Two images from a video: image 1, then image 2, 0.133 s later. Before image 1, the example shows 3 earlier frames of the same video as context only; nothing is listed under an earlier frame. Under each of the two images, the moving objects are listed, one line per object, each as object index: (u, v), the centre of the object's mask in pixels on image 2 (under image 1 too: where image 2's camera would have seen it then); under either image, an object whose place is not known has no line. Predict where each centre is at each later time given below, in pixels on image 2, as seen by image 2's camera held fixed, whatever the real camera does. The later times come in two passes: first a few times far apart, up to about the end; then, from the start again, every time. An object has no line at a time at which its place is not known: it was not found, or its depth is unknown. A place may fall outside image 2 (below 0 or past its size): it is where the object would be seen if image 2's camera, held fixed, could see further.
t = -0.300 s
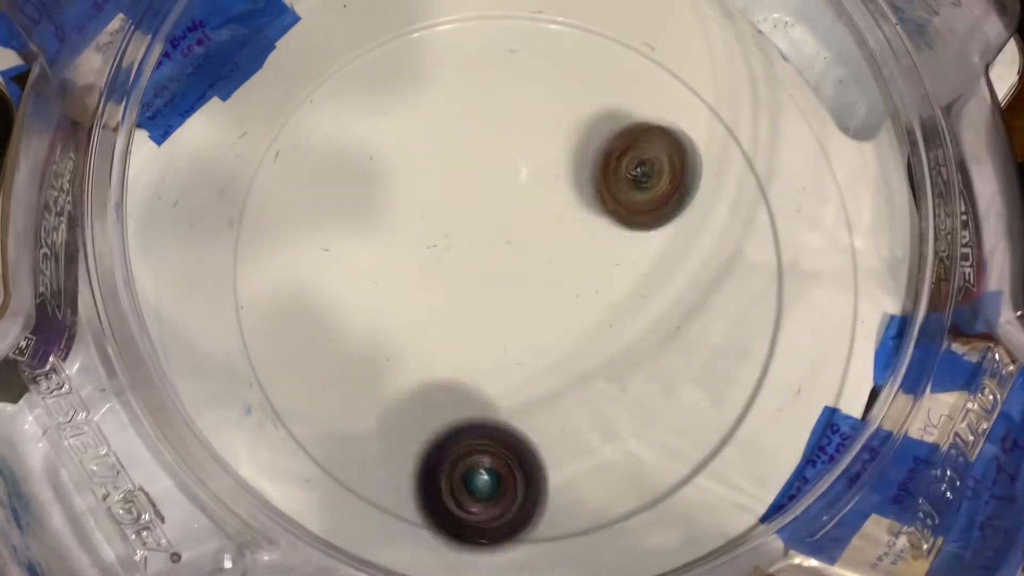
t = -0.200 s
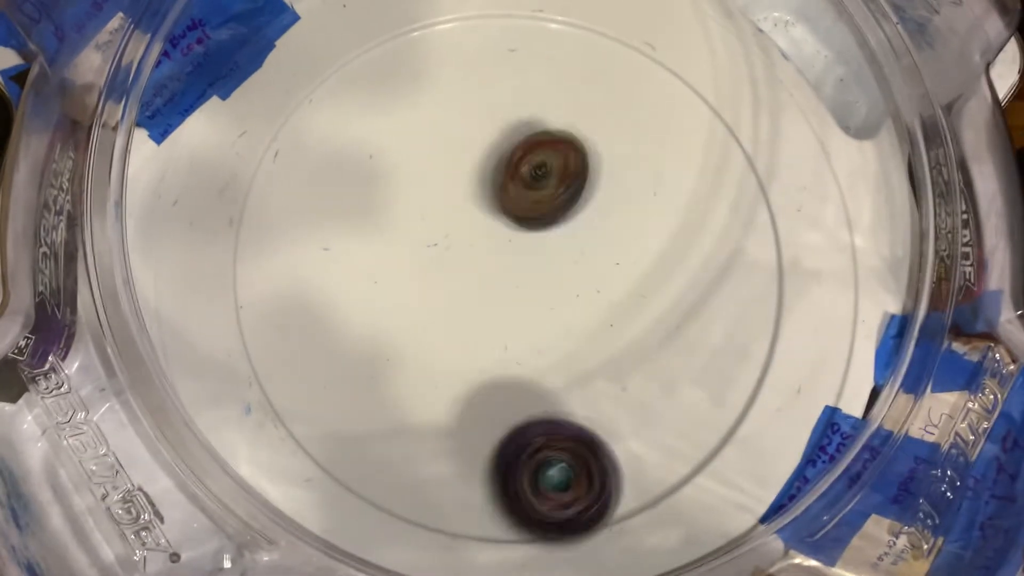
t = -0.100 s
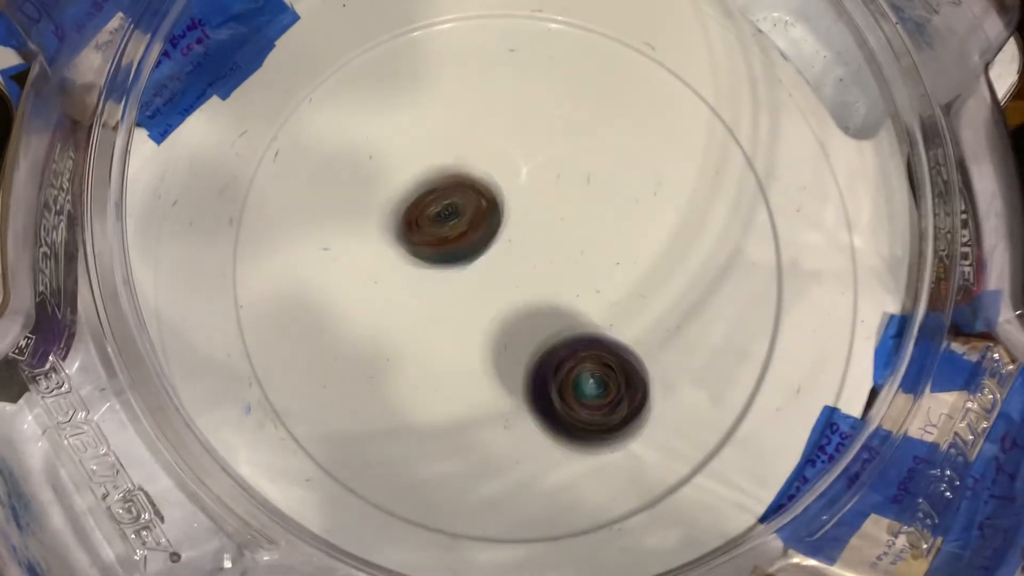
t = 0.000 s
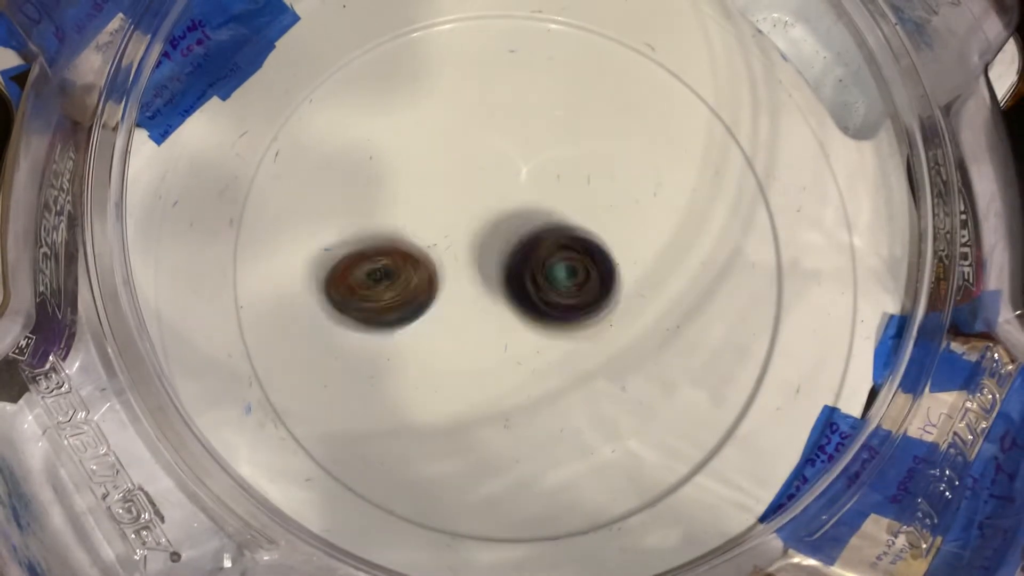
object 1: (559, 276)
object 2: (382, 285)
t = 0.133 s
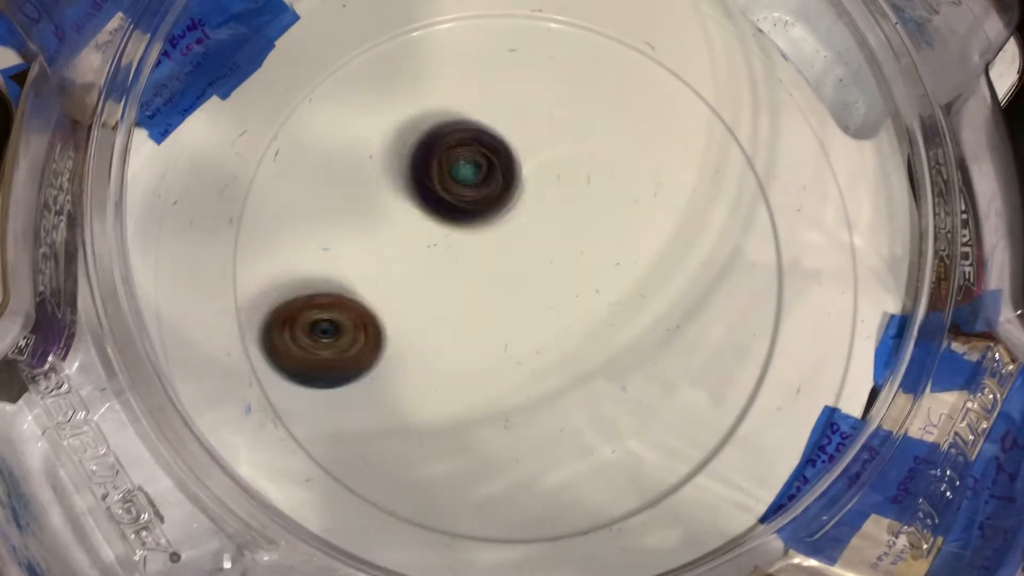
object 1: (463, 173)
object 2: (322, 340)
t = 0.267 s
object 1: (324, 160)
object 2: (290, 342)
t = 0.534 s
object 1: (372, 165)
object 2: (386, 382)
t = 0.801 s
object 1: (554, 112)
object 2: (523, 236)
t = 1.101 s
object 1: (695, 40)
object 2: (495, 287)
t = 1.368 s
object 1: (730, 174)
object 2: (516, 377)
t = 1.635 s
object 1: (651, 404)
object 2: (531, 307)
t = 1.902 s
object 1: (479, 446)
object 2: (474, 218)
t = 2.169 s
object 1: (324, 308)
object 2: (448, 218)
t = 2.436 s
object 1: (320, 117)
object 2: (505, 286)
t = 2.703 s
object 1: (475, 36)
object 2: (588, 311)
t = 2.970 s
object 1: (660, 88)
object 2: (569, 275)
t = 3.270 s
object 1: (746, 290)
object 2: (471, 249)
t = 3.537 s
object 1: (644, 464)
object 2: (438, 279)
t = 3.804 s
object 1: (434, 484)
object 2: (495, 309)
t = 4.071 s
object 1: (296, 345)
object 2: (563, 299)
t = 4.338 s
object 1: (320, 171)
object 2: (571, 277)
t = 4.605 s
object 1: (470, 108)
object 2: (527, 249)
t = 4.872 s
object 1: (635, 154)
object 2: (476, 234)
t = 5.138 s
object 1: (696, 265)
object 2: (469, 252)
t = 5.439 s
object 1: (570, 396)
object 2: (498, 300)
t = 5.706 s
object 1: (436, 483)
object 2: (507, 249)
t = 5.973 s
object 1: (341, 383)
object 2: (503, 226)
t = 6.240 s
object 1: (389, 233)
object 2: (520, 277)
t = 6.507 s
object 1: (455, 220)
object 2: (624, 343)
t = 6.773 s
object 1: (443, 276)
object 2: (640, 333)
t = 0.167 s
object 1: (431, 161)
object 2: (314, 342)
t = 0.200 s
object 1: (396, 154)
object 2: (304, 344)
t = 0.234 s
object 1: (359, 152)
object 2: (296, 344)
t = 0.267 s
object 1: (324, 160)
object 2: (290, 342)
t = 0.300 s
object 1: (293, 176)
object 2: (286, 336)
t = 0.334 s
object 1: (267, 199)
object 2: (282, 328)
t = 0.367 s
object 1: (269, 196)
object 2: (274, 346)
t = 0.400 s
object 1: (287, 188)
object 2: (291, 364)
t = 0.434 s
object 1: (306, 181)
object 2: (315, 375)
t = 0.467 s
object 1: (327, 174)
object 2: (341, 385)
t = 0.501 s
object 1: (349, 170)
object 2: (366, 386)
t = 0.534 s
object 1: (372, 165)
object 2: (386, 382)
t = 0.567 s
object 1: (396, 162)
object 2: (411, 370)
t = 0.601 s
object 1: (421, 157)
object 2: (430, 352)
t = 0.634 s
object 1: (444, 152)
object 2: (450, 335)
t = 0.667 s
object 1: (469, 146)
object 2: (467, 313)
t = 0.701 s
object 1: (492, 138)
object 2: (481, 294)
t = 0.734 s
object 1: (515, 130)
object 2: (498, 273)
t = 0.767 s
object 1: (535, 121)
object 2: (510, 252)
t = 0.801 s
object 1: (554, 112)
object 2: (523, 236)
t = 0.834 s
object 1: (570, 103)
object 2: (535, 216)
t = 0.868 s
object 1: (583, 94)
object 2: (546, 202)
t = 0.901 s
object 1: (609, 69)
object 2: (544, 197)
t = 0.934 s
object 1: (641, 42)
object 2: (528, 213)
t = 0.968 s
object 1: (655, 37)
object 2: (518, 224)
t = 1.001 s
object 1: (666, 35)
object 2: (510, 241)
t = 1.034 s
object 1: (675, 35)
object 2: (504, 255)
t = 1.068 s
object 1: (685, 37)
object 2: (499, 274)
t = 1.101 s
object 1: (695, 40)
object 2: (495, 287)
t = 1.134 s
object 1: (703, 44)
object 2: (494, 306)
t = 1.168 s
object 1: (711, 50)
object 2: (492, 318)
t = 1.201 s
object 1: (718, 60)
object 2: (495, 334)
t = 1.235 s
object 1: (724, 78)
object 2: (496, 346)
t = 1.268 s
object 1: (730, 99)
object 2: (501, 357)
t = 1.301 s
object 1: (736, 120)
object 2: (505, 367)
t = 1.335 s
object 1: (736, 147)
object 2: (510, 372)
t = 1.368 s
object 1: (730, 174)
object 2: (516, 377)
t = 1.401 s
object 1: (722, 202)
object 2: (523, 374)
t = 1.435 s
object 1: (714, 232)
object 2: (527, 373)
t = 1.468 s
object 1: (707, 263)
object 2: (532, 369)
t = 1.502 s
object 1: (697, 291)
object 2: (535, 361)
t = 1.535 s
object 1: (686, 320)
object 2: (536, 349)
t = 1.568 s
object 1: (674, 348)
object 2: (538, 334)
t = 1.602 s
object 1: (663, 376)
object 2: (533, 320)
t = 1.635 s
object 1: (651, 404)
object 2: (531, 307)
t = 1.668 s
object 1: (637, 428)
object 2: (526, 295)
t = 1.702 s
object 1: (621, 454)
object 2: (519, 279)
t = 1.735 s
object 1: (602, 477)
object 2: (514, 269)
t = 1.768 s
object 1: (579, 493)
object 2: (504, 254)
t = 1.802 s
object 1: (553, 486)
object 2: (499, 245)
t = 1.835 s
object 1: (528, 473)
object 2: (488, 234)
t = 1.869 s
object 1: (503, 460)
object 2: (483, 224)
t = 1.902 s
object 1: (479, 446)
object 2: (474, 218)
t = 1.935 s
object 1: (457, 432)
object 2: (466, 212)
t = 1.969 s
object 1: (436, 417)
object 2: (459, 207)
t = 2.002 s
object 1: (413, 402)
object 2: (454, 206)
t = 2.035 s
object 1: (392, 386)
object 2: (451, 206)
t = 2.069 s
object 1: (375, 371)
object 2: (447, 209)
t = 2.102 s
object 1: (356, 350)
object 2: (448, 211)
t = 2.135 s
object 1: (339, 330)
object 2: (446, 215)
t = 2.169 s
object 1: (324, 308)
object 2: (448, 218)
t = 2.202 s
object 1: (314, 286)
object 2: (450, 227)
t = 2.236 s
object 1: (304, 260)
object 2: (454, 232)
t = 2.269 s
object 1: (298, 235)
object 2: (460, 242)
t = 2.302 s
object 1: (296, 212)
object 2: (466, 251)
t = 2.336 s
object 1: (297, 185)
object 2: (476, 259)
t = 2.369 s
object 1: (301, 161)
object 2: (485, 270)
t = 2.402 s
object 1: (308, 139)
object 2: (491, 277)
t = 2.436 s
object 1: (320, 117)
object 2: (505, 286)
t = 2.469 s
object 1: (332, 96)
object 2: (515, 295)
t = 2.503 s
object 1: (346, 79)
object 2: (526, 300)
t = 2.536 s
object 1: (365, 65)
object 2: (540, 308)
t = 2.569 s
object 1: (384, 52)
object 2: (550, 311)
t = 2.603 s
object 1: (404, 46)
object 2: (563, 313)
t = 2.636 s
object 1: (429, 41)
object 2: (572, 315)
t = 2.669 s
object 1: (451, 38)
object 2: (582, 313)
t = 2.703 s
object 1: (475, 36)
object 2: (588, 311)
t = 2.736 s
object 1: (501, 37)
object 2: (592, 308)
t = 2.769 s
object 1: (524, 37)
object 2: (594, 303)
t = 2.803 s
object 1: (549, 39)
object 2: (596, 300)
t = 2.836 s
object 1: (574, 44)
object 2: (592, 294)
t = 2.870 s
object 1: (596, 50)
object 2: (591, 290)
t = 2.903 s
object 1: (619, 59)
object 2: (583, 283)
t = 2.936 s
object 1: (641, 75)
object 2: (579, 279)
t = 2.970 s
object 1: (660, 88)
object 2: (569, 275)
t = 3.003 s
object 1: (677, 106)
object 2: (561, 269)
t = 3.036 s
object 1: (695, 127)
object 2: (551, 266)
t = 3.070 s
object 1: (709, 146)
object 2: (537, 261)
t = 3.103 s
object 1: (721, 168)
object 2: (527, 257)
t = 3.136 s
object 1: (732, 193)
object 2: (515, 255)
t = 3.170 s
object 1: (740, 216)
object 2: (502, 251)
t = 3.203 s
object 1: (743, 240)
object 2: (494, 250)
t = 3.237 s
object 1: (746, 267)
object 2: (480, 251)
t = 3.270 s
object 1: (746, 290)
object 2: (471, 249)
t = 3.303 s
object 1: (742, 316)
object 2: (462, 252)
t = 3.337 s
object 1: (737, 342)
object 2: (453, 254)
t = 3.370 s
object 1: (728, 365)
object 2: (446, 257)
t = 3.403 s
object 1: (716, 389)
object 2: (441, 260)
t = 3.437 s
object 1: (702, 410)
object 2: (436, 266)
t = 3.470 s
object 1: (685, 430)
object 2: (435, 269)
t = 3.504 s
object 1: (665, 449)
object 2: (434, 276)
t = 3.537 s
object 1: (644, 464)
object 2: (438, 279)
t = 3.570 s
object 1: (619, 479)
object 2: (441, 287)
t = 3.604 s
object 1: (593, 488)
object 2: (442, 290)
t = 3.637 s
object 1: (568, 494)
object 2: (452, 294)
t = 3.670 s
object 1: (539, 496)
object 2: (457, 301)
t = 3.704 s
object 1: (512, 498)
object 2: (462, 302)
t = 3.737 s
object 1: (486, 495)
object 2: (475, 305)
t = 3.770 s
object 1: (459, 491)
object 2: (484, 310)
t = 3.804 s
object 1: (434, 484)
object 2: (495, 309)
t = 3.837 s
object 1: (409, 473)
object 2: (507, 311)
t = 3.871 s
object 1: (386, 461)
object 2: (516, 312)
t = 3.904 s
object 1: (367, 446)
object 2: (528, 309)
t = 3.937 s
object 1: (346, 428)
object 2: (538, 310)
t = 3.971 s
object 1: (329, 410)
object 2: (544, 307)
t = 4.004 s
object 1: (316, 388)
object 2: (555, 304)
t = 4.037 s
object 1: (304, 367)
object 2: (560, 305)
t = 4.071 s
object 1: (296, 345)
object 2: (563, 299)
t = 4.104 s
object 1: (289, 320)
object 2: (571, 296)
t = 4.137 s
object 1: (285, 297)
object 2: (573, 296)
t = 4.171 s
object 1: (285, 273)
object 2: (574, 288)
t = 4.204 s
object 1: (287, 251)
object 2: (580, 286)
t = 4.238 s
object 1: (292, 230)
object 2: (577, 287)
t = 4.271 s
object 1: (299, 207)
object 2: (575, 279)
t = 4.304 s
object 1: (307, 189)
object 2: (577, 278)
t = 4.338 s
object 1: (320, 171)
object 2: (571, 277)
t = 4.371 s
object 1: (333, 154)
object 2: (567, 269)
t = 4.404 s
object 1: (350, 143)
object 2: (567, 267)
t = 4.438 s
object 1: (367, 130)
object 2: (558, 266)
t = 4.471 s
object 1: (384, 123)
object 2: (552, 259)
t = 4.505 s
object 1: (405, 116)
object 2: (549, 257)
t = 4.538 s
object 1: (425, 112)
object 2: (539, 255)
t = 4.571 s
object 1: (449, 110)
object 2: (532, 250)
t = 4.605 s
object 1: (470, 108)
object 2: (527, 249)
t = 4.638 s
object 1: (494, 110)
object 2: (516, 246)
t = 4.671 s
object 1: (514, 111)
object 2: (511, 241)
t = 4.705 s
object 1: (536, 115)
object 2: (506, 242)
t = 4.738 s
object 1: (558, 118)
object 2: (496, 241)
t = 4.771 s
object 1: (579, 125)
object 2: (491, 237)
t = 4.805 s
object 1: (600, 134)
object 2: (487, 238)
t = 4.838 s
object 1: (617, 142)
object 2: (479, 237)
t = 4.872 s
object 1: (635, 154)
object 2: (476, 234)
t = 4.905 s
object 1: (651, 163)
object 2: (475, 237)
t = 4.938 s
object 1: (666, 176)
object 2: (467, 238)
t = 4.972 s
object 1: (680, 189)
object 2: (467, 235)
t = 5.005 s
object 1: (688, 202)
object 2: (470, 239)
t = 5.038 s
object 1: (695, 218)
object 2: (466, 243)
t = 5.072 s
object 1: (698, 234)
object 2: (468, 241)
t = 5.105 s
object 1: (699, 251)
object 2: (471, 247)
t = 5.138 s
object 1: (696, 265)
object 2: (469, 252)
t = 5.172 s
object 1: (688, 280)
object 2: (472, 251)
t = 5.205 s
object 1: (679, 296)
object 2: (478, 258)
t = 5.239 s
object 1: (667, 313)
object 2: (478, 266)
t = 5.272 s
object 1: (656, 329)
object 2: (479, 267)
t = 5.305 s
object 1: (640, 345)
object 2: (487, 273)
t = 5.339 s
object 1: (626, 359)
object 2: (488, 283)
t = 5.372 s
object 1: (607, 372)
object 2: (489, 285)
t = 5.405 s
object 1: (591, 385)
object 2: (495, 290)
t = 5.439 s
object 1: (570, 396)
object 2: (498, 300)
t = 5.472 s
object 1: (551, 407)
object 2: (500, 304)
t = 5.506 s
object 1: (530, 423)
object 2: (506, 303)
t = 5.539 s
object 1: (512, 446)
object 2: (511, 294)
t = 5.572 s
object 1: (495, 460)
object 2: (511, 284)
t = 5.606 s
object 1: (482, 470)
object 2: (511, 274)
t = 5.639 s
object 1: (469, 477)
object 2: (511, 265)
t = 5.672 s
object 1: (454, 482)
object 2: (509, 256)
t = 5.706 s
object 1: (436, 483)
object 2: (507, 249)
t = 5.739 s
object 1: (418, 481)
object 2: (506, 244)
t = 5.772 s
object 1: (400, 474)
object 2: (504, 240)
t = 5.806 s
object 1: (383, 466)
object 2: (503, 234)
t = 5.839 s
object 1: (369, 453)
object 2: (503, 230)
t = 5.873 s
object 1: (359, 440)
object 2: (503, 229)
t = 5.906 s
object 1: (352, 422)
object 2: (502, 227)
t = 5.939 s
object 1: (345, 403)
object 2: (503, 225)
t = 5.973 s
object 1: (341, 383)
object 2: (503, 226)
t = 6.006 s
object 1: (341, 361)
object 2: (502, 226)
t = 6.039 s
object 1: (341, 341)
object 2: (502, 226)
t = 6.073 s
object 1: (346, 319)
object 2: (503, 230)
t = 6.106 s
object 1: (353, 299)
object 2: (502, 235)
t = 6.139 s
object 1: (364, 280)
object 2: (502, 238)
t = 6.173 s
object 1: (374, 265)
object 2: (503, 245)
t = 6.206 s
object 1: (388, 251)
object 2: (503, 253)
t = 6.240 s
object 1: (389, 233)
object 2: (520, 277)
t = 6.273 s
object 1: (389, 206)
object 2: (537, 300)
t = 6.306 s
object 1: (398, 191)
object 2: (554, 319)
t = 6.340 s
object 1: (402, 181)
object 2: (570, 333)
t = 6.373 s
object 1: (416, 176)
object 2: (583, 340)
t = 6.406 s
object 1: (429, 180)
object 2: (596, 346)
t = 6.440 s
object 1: (441, 189)
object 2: (607, 346)
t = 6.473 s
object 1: (449, 205)
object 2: (617, 345)
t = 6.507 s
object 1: (455, 220)
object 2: (624, 343)
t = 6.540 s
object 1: (460, 232)
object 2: (629, 341)
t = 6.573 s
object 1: (461, 243)
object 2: (633, 339)
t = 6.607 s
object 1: (462, 256)
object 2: (636, 337)
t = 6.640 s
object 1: (461, 264)
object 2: (638, 336)
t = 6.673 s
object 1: (458, 269)
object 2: (641, 333)
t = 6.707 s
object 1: (453, 274)
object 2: (642, 331)
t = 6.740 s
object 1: (447, 276)
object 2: (642, 331)
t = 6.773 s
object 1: (443, 276)
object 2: (640, 333)
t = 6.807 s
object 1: (439, 275)
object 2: (637, 335)
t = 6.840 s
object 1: (435, 271)
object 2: (634, 336)
